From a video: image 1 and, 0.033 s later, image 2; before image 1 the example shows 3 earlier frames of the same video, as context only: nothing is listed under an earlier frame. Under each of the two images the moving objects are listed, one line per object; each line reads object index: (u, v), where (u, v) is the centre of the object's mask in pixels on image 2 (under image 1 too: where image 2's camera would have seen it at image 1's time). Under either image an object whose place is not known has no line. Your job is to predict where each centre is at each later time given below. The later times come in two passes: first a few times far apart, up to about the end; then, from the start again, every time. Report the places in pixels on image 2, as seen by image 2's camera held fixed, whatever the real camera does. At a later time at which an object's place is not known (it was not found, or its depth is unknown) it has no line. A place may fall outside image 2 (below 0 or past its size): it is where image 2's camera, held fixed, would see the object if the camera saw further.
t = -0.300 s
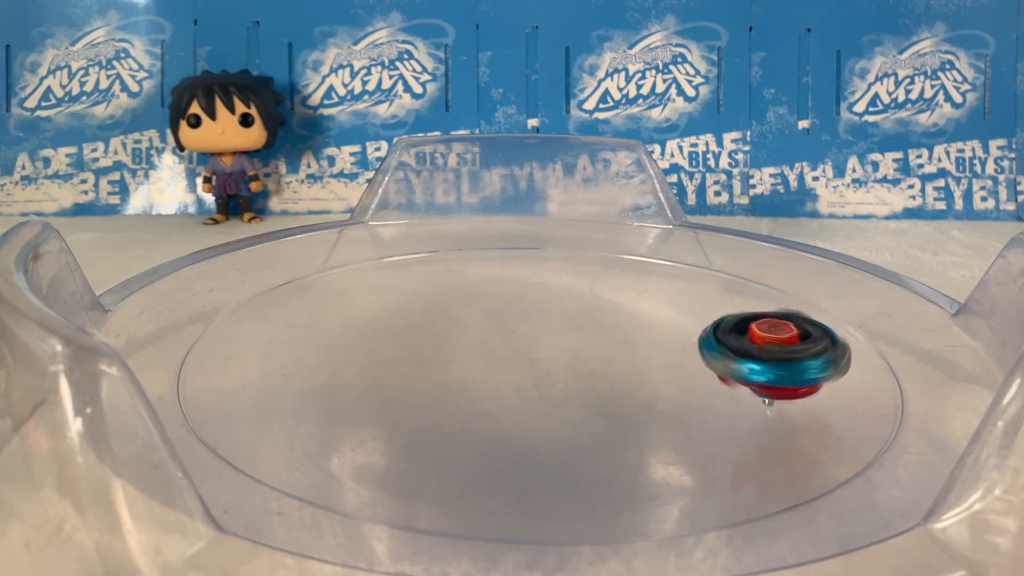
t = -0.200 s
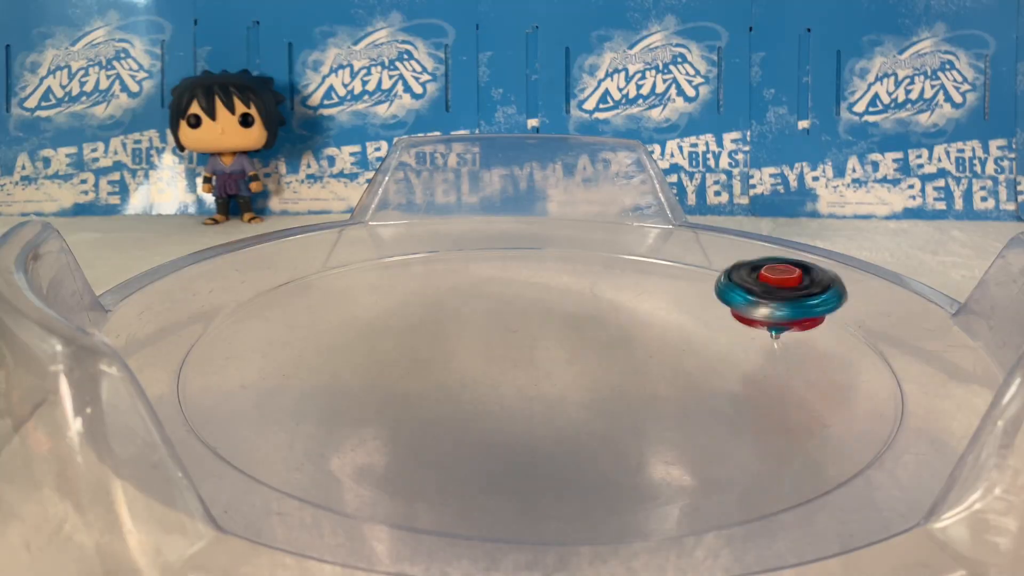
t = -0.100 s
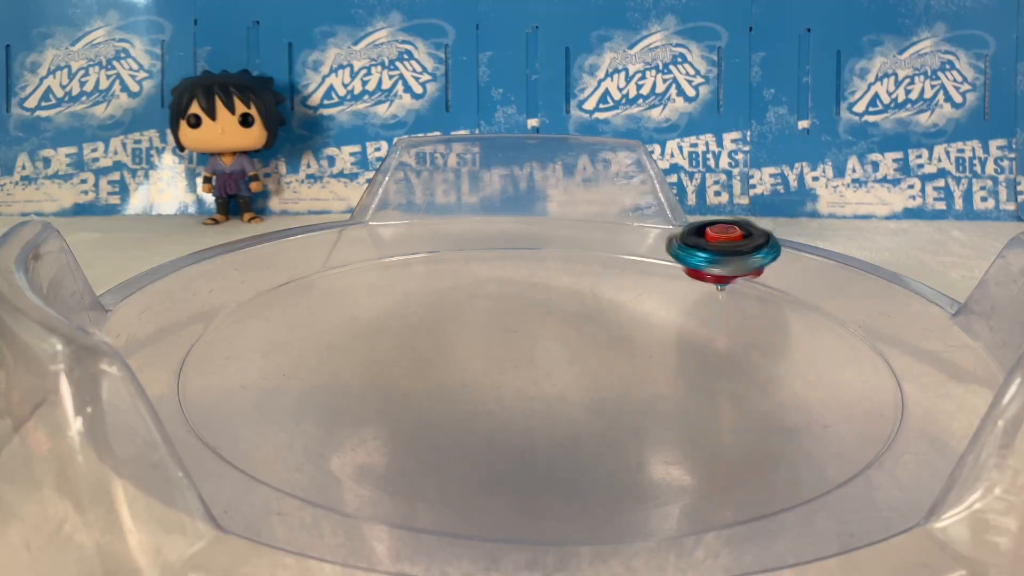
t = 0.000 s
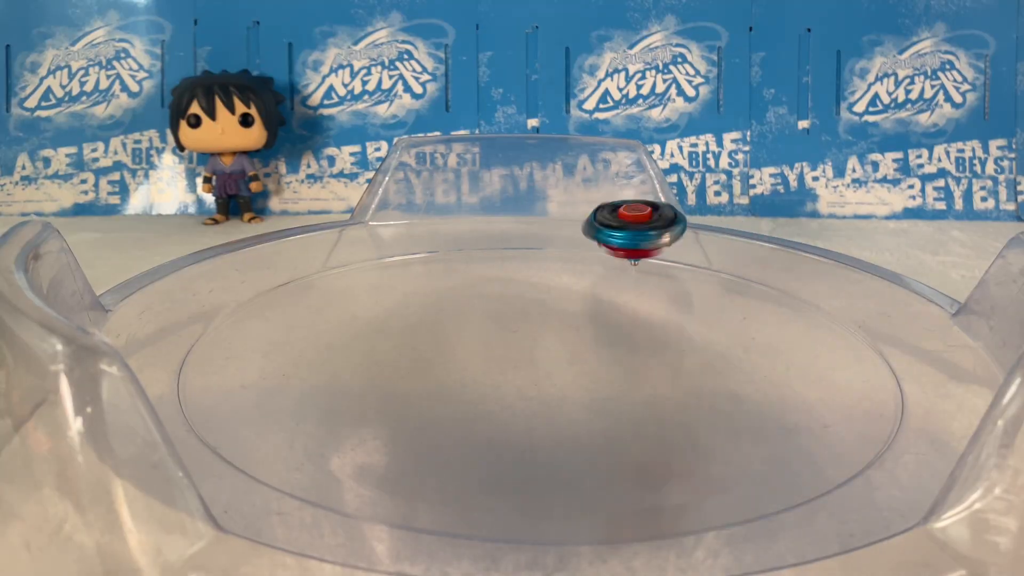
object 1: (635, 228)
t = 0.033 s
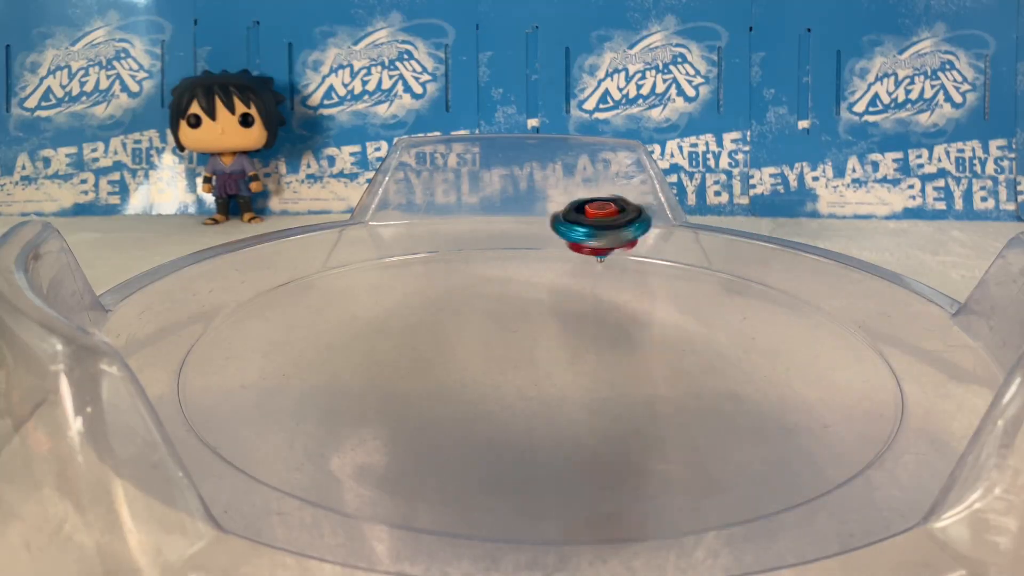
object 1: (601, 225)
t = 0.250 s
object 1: (392, 273)
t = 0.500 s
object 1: (440, 409)
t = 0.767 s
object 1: (853, 376)
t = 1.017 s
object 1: (726, 278)
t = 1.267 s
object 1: (432, 294)
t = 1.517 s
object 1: (318, 387)
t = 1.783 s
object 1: (704, 424)
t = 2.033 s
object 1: (662, 308)
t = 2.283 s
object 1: (414, 272)
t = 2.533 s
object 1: (280, 352)
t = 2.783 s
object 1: (622, 405)
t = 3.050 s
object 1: (663, 277)
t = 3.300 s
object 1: (439, 254)
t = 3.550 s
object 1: (380, 369)
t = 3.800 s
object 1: (716, 396)
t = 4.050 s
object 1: (748, 288)
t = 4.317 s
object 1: (476, 287)
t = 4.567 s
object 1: (364, 382)
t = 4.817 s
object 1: (663, 431)
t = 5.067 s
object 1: (723, 325)
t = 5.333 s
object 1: (469, 286)
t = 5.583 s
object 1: (293, 341)
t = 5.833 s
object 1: (543, 420)
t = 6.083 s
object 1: (689, 329)
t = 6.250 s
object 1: (595, 273)
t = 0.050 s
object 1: (584, 225)
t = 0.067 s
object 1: (566, 225)
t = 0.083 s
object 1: (548, 226)
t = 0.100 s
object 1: (531, 228)
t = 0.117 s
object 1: (513, 230)
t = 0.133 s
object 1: (497, 233)
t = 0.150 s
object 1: (481, 236)
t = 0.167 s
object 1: (464, 240)
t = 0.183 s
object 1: (448, 245)
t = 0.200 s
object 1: (433, 251)
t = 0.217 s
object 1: (418, 258)
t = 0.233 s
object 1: (406, 265)
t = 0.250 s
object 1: (392, 273)
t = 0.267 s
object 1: (382, 281)
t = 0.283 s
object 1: (373, 290)
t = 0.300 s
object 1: (364, 298)
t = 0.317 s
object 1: (358, 307)
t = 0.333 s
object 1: (353, 317)
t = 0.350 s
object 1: (350, 326)
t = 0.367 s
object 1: (351, 336)
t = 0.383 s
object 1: (351, 346)
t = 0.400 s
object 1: (356, 356)
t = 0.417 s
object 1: (364, 365)
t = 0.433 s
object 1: (372, 373)
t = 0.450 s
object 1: (386, 383)
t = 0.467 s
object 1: (400, 393)
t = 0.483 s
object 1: (418, 401)
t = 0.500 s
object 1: (440, 409)
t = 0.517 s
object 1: (462, 416)
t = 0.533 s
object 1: (490, 422)
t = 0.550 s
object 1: (517, 426)
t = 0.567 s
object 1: (548, 429)
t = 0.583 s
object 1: (578, 431)
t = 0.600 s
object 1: (609, 432)
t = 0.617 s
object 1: (643, 431)
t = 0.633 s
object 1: (672, 429)
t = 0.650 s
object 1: (704, 426)
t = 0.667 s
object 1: (732, 421)
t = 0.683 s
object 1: (758, 414)
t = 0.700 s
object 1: (782, 408)
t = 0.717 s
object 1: (803, 400)
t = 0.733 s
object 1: (823, 393)
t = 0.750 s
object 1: (838, 384)
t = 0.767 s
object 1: (853, 376)
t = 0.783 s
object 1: (862, 366)
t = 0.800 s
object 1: (869, 357)
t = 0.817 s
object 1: (872, 348)
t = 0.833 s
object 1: (872, 339)
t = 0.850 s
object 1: (870, 331)
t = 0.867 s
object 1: (863, 323)
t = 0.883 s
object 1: (856, 316)
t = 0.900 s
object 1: (844, 308)
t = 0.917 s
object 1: (832, 302)
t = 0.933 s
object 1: (816, 297)
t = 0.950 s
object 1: (801, 291)
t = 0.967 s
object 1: (784, 287)
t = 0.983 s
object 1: (765, 283)
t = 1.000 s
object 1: (747, 280)
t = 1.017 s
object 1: (726, 278)
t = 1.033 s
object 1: (706, 276)
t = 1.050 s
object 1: (684, 275)
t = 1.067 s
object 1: (663, 274)
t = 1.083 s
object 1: (642, 273)
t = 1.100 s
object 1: (620, 273)
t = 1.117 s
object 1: (600, 274)
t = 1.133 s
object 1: (579, 274)
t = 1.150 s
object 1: (559, 276)
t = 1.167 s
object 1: (538, 278)
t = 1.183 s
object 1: (519, 279)
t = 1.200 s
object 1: (501, 282)
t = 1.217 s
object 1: (482, 284)
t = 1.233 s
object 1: (465, 287)
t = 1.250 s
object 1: (448, 290)
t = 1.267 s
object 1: (432, 294)
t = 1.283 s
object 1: (416, 299)
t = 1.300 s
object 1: (402, 303)
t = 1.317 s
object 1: (388, 308)
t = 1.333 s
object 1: (374, 312)
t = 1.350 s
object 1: (363, 318)
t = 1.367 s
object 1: (352, 323)
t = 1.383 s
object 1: (342, 329)
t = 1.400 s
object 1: (332, 336)
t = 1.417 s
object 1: (325, 343)
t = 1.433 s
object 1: (319, 350)
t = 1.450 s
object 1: (314, 357)
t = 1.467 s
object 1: (313, 364)
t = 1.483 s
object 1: (312, 371)
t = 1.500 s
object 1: (315, 379)
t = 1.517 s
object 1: (318, 387)
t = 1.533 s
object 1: (328, 395)
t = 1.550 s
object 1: (338, 404)
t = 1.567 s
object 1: (354, 411)
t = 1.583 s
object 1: (372, 418)
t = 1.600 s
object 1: (393, 424)
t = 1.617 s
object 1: (417, 431)
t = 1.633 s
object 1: (444, 436)
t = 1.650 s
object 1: (474, 441)
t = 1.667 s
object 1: (505, 444)
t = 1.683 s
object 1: (537, 446)
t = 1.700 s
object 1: (569, 445)
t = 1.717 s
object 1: (600, 444)
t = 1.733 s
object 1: (630, 441)
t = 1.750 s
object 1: (658, 436)
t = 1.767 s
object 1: (682, 431)
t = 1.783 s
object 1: (704, 424)
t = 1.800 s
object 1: (721, 415)
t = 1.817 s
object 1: (735, 407)
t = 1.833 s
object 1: (744, 398)
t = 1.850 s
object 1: (750, 390)
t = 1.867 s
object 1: (752, 380)
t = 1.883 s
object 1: (753, 372)
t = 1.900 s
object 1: (749, 363)
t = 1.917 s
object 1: (744, 355)
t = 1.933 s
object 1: (735, 346)
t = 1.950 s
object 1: (727, 339)
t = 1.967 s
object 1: (715, 331)
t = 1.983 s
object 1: (704, 325)
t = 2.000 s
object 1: (691, 318)
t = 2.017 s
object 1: (678, 313)
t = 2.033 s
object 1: (662, 308)
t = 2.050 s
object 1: (648, 302)
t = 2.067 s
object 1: (632, 298)
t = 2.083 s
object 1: (616, 293)
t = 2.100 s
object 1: (600, 290)
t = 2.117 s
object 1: (584, 286)
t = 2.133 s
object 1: (566, 284)
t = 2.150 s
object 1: (549, 280)
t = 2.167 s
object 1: (532, 278)
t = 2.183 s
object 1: (515, 276)
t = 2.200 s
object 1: (498, 275)
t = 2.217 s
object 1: (481, 273)
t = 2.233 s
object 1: (464, 272)
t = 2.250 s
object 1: (447, 272)
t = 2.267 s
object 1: (431, 272)
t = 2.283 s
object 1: (414, 272)
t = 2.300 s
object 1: (399, 273)
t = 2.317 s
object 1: (383, 274)
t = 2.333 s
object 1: (367, 277)
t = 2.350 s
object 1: (352, 279)
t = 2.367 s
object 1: (339, 283)
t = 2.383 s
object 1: (324, 286)
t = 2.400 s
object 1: (313, 292)
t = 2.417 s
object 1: (302, 296)
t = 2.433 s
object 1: (292, 303)
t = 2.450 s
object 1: (283, 309)
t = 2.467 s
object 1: (278, 317)
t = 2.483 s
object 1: (273, 325)
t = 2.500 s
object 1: (273, 334)
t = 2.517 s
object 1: (275, 342)
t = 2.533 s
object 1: (280, 352)
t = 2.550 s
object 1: (288, 361)
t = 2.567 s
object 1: (301, 371)
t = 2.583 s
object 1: (316, 380)
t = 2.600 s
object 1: (336, 389)
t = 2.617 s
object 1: (358, 395)
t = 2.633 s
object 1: (383, 402)
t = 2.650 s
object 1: (409, 408)
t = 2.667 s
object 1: (437, 412)
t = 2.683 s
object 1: (466, 416)
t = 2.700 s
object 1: (494, 417)
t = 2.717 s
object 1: (524, 416)
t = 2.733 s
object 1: (549, 415)
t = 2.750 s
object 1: (577, 413)
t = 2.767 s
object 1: (599, 409)
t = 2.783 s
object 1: (622, 405)
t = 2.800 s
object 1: (642, 398)
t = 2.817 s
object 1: (659, 391)
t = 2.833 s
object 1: (673, 384)
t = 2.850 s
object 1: (686, 376)
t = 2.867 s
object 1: (696, 368)
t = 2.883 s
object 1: (704, 359)
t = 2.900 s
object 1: (709, 349)
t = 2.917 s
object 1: (711, 340)
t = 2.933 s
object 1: (713, 330)
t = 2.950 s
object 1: (709, 322)
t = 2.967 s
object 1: (707, 314)
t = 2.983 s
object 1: (700, 304)
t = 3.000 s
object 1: (693, 297)
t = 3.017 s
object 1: (684, 290)
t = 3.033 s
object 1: (674, 283)
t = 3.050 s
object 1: (663, 277)
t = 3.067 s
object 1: (652, 272)
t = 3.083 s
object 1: (639, 267)
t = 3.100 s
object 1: (626, 263)
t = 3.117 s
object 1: (613, 258)
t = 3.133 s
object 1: (597, 255)
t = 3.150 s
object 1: (583, 252)
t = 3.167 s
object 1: (567, 250)
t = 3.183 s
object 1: (552, 248)
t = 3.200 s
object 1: (535, 247)
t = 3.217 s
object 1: (520, 246)
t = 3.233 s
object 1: (503, 246)
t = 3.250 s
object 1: (487, 247)
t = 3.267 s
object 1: (470, 249)
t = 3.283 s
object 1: (454, 251)
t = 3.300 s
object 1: (439, 254)
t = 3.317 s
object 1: (423, 258)
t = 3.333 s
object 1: (411, 263)
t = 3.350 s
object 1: (397, 268)
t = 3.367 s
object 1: (386, 275)
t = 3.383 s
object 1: (374, 282)
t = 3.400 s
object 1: (367, 290)
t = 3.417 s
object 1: (359, 298)
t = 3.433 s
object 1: (354, 306)
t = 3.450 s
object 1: (351, 314)
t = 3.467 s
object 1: (349, 324)
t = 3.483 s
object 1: (352, 334)
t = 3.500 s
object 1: (354, 343)
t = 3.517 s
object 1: (361, 352)
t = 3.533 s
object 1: (369, 360)
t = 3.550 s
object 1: (380, 369)
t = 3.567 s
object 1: (393, 378)
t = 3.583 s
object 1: (408, 385)
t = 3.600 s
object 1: (426, 393)
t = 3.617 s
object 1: (445, 398)
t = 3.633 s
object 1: (467, 402)
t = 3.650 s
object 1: (488, 407)
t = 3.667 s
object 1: (513, 410)
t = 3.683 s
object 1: (538, 413)
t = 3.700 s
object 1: (564, 413)
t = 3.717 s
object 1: (592, 413)
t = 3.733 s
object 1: (617, 412)
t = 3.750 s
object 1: (645, 410)
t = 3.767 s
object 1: (670, 406)
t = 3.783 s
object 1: (695, 402)
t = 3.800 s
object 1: (716, 396)
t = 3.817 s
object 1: (734, 389)
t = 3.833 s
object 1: (752, 382)
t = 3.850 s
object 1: (765, 375)
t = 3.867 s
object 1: (777, 368)
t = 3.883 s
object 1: (786, 360)
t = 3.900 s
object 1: (791, 352)
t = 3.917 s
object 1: (797, 343)
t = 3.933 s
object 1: (797, 335)
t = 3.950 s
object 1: (797, 328)
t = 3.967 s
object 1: (793, 320)
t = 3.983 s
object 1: (787, 313)
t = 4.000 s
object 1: (781, 305)
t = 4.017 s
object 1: (770, 299)
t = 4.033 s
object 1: (761, 293)
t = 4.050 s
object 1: (748, 288)
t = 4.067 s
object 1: (733, 283)
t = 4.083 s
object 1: (719, 279)
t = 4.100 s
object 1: (702, 275)
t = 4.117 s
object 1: (686, 273)
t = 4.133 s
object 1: (668, 271)
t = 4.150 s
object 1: (650, 270)
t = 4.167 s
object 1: (632, 269)
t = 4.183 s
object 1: (613, 269)
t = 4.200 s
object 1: (596, 269)
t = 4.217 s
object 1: (577, 270)
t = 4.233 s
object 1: (559, 272)
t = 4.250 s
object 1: (542, 274)
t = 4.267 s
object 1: (524, 276)
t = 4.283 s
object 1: (508, 279)
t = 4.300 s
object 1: (492, 282)
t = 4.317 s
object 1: (476, 287)
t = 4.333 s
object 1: (462, 291)
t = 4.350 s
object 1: (447, 296)
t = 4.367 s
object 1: (436, 301)
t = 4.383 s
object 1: (423, 306)
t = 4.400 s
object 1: (412, 312)
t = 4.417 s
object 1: (402, 318)
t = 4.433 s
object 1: (392, 325)
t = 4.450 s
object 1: (386, 331)
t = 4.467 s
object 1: (378, 338)
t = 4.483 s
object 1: (372, 344)
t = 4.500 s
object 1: (366, 352)
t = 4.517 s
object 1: (361, 361)
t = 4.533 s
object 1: (361, 367)
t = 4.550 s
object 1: (361, 374)
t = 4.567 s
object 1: (364, 382)
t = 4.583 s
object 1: (370, 389)
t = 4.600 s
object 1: (376, 396)
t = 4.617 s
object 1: (389, 403)
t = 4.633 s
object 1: (401, 408)
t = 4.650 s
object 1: (416, 415)
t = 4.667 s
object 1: (436, 421)
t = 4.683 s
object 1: (454, 426)
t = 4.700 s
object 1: (478, 431)
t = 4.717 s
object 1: (502, 432)
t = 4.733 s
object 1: (527, 436)
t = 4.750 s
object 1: (556, 438)
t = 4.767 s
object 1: (583, 438)
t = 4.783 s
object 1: (611, 437)
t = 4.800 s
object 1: (639, 435)
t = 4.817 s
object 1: (663, 431)
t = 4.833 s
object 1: (687, 428)
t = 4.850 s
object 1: (710, 422)
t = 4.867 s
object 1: (728, 415)
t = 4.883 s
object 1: (744, 408)
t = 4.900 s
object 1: (757, 400)
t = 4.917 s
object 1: (765, 393)
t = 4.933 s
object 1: (772, 385)
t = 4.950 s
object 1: (774, 376)
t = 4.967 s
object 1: (773, 368)
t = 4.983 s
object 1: (771, 360)
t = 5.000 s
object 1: (764, 351)
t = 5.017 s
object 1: (757, 345)
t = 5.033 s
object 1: (748, 338)
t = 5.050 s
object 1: (736, 331)
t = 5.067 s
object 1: (723, 325)
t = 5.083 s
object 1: (711, 319)
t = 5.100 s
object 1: (696, 314)
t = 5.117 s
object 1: (680, 310)
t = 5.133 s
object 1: (665, 305)
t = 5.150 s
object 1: (648, 301)
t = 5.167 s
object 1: (633, 298)
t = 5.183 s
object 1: (616, 295)
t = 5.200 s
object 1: (599, 294)
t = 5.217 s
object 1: (583, 292)
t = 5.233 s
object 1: (566, 289)
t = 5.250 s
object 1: (550, 288)
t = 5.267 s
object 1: (534, 287)
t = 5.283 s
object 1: (517, 286)
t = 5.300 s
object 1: (501, 286)
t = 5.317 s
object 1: (485, 286)
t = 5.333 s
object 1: (469, 286)
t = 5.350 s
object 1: (453, 287)
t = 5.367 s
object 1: (438, 288)
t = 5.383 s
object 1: (422, 290)
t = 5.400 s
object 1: (408, 291)
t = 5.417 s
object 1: (393, 293)
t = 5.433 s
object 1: (378, 296)
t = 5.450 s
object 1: (366, 299)
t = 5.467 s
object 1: (352, 302)
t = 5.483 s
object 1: (340, 306)
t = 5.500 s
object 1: (330, 311)
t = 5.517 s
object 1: (319, 316)
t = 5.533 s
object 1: (310, 321)
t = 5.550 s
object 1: (304, 327)
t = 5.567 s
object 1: (298, 333)
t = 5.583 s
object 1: (293, 341)
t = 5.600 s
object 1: (294, 348)
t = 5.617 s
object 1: (293, 356)
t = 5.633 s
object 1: (298, 364)
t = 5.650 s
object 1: (306, 371)
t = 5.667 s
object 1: (315, 380)
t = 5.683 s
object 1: (329, 388)
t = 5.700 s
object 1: (347, 395)
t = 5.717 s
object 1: (366, 401)
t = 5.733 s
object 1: (387, 408)
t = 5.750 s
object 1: (414, 413)
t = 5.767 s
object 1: (439, 417)
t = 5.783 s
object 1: (465, 420)
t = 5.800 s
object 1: (493, 421)
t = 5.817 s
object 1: (519, 421)
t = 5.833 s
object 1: (543, 420)
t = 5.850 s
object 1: (569, 419)
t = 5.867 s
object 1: (592, 415)
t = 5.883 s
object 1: (611, 411)
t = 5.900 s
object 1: (630, 406)
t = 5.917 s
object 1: (646, 400)
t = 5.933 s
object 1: (660, 394)
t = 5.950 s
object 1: (670, 388)
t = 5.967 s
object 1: (681, 380)
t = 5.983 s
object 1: (686, 373)
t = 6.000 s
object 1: (692, 366)
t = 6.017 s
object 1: (695, 358)
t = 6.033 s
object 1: (695, 350)
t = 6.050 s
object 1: (693, 343)
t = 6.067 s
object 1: (693, 336)
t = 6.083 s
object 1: (689, 329)
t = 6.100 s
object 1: (682, 322)
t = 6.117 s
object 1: (677, 315)
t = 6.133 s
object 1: (670, 308)
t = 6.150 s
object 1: (661, 302)
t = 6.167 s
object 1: (652, 297)
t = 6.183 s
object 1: (642, 291)
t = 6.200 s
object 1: (631, 285)
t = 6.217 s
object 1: (620, 281)
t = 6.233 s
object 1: (608, 277)
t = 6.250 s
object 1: (595, 273)
